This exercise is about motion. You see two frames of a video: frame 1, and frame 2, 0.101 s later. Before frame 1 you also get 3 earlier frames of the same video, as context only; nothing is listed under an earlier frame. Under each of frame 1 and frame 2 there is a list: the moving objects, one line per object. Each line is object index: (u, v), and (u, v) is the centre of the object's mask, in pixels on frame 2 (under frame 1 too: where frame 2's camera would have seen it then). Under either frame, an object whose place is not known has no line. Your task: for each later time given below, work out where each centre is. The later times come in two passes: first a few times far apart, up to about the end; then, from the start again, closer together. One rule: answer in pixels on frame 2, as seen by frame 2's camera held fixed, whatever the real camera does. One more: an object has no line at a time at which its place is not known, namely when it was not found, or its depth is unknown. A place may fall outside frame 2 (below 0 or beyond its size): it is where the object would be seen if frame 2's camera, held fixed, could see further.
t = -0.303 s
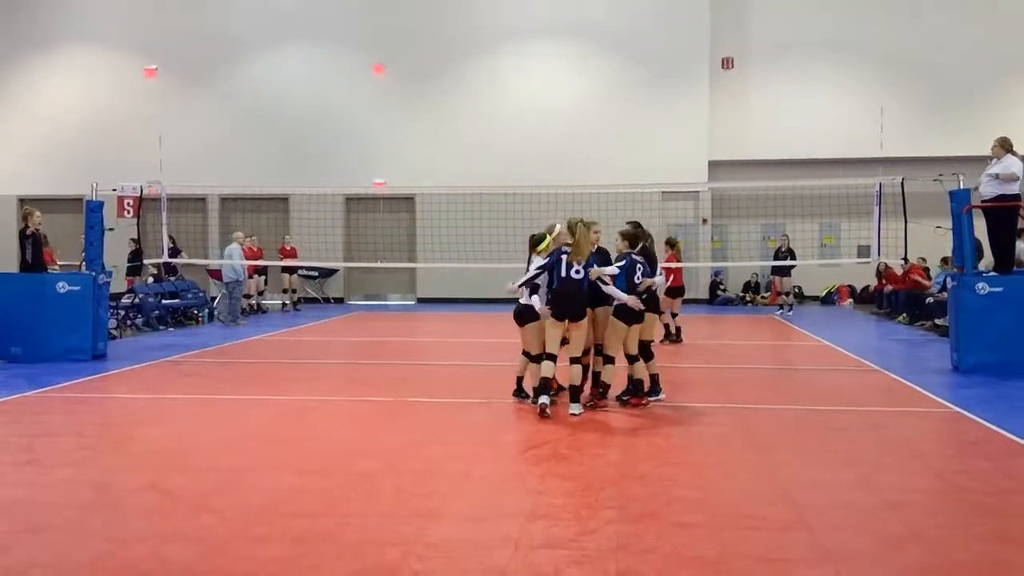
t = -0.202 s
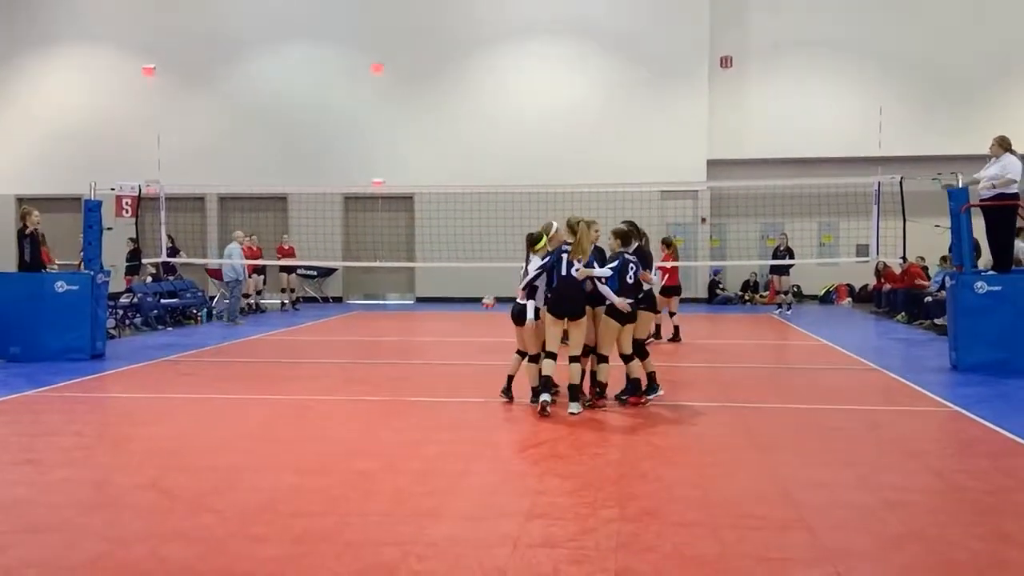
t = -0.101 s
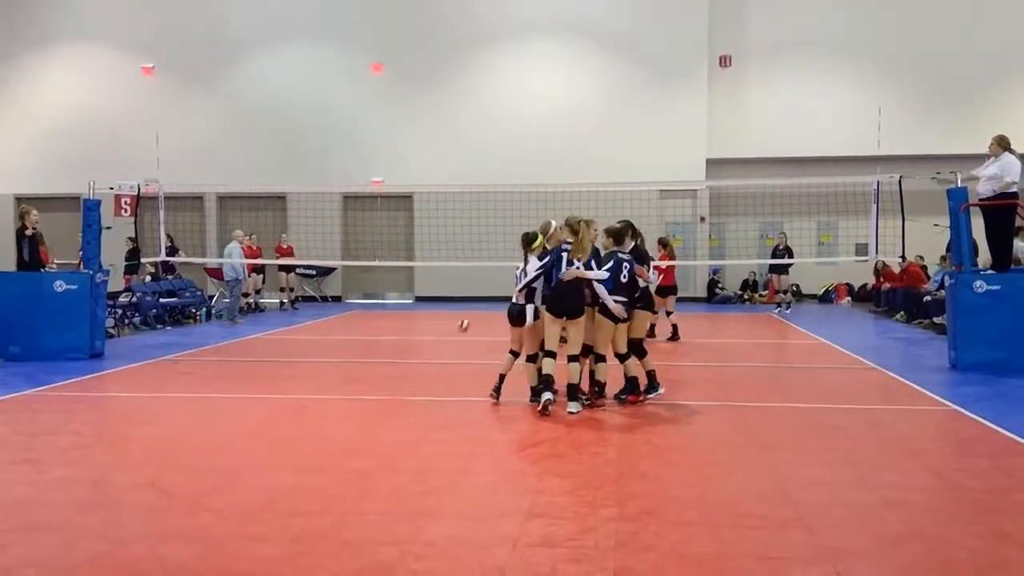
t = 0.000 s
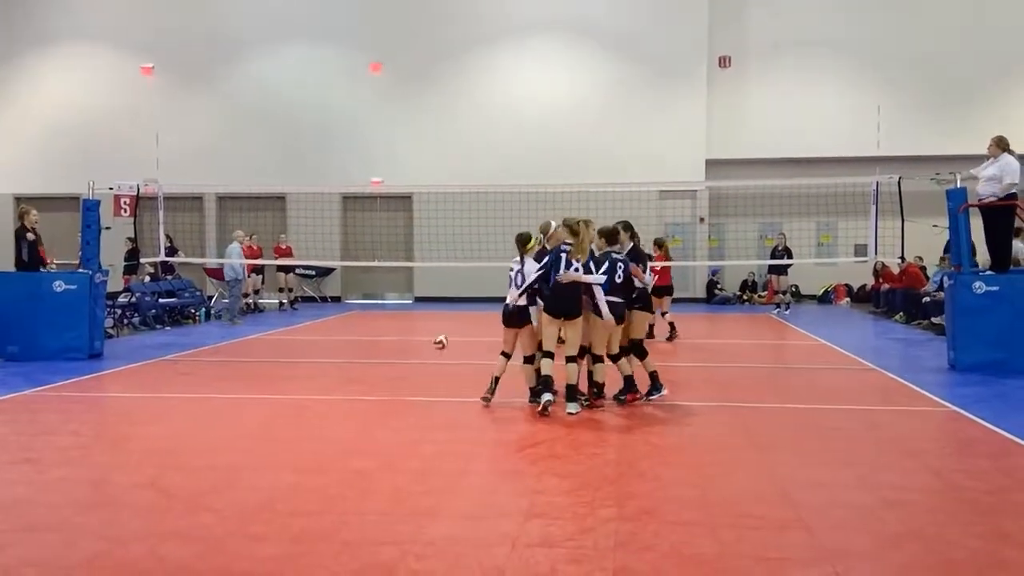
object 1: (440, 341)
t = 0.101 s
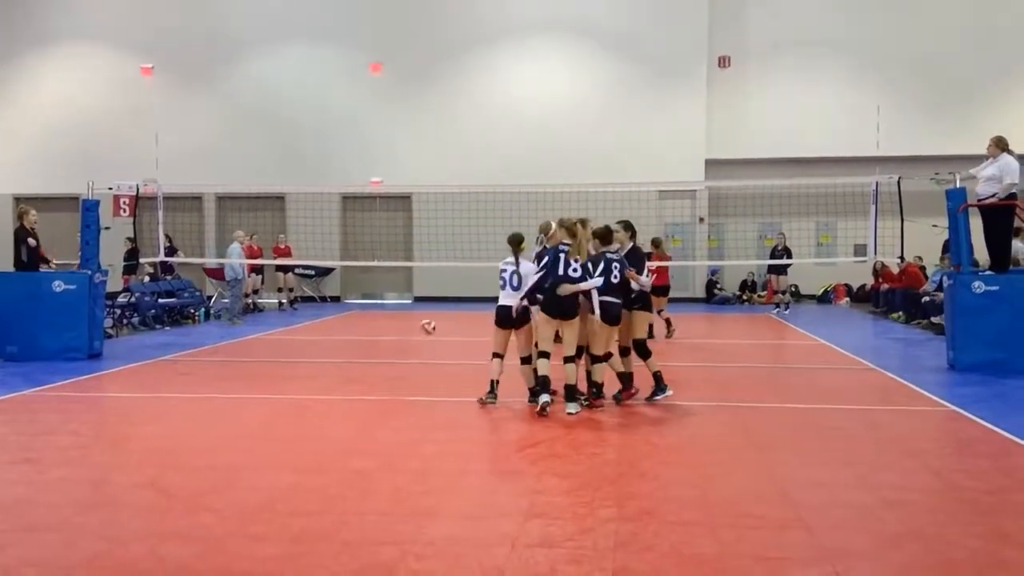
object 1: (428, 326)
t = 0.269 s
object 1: (406, 317)
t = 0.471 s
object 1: (378, 337)
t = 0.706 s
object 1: (340, 361)
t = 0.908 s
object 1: (300, 361)
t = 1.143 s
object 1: (244, 403)
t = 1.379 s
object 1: (174, 412)
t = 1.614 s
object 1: (84, 444)
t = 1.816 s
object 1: (3, 493)
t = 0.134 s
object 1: (424, 323)
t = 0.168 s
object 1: (419, 320)
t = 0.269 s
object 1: (406, 317)
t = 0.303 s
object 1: (401, 318)
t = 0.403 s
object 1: (387, 327)
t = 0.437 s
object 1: (382, 332)
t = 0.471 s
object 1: (378, 337)
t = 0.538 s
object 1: (367, 354)
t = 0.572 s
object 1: (363, 363)
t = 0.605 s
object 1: (357, 374)
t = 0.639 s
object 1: (350, 371)
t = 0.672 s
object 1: (345, 366)
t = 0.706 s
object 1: (340, 361)
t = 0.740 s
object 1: (332, 358)
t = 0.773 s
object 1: (327, 357)
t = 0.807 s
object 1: (320, 356)
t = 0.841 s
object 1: (314, 356)
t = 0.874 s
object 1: (306, 358)
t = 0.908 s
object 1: (300, 361)
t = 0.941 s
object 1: (292, 366)
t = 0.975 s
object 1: (285, 372)
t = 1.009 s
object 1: (277, 379)
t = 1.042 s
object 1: (270, 387)
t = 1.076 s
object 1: (261, 396)
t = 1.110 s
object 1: (253, 409)
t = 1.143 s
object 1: (244, 403)
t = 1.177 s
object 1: (234, 401)
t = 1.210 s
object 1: (225, 398)
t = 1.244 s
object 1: (215, 398)
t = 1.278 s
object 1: (205, 399)
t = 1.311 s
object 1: (196, 402)
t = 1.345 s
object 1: (186, 405)
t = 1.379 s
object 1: (174, 412)
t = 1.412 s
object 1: (162, 419)
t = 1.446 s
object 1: (150, 429)
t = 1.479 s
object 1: (139, 441)
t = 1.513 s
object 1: (126, 446)
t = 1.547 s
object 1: (114, 444)
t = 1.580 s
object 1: (99, 442)
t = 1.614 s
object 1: (84, 444)
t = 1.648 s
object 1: (70, 447)
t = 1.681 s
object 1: (55, 451)
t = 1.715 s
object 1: (41, 458)
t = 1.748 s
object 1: (24, 467)
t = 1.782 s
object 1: (10, 479)
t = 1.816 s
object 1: (3, 493)
